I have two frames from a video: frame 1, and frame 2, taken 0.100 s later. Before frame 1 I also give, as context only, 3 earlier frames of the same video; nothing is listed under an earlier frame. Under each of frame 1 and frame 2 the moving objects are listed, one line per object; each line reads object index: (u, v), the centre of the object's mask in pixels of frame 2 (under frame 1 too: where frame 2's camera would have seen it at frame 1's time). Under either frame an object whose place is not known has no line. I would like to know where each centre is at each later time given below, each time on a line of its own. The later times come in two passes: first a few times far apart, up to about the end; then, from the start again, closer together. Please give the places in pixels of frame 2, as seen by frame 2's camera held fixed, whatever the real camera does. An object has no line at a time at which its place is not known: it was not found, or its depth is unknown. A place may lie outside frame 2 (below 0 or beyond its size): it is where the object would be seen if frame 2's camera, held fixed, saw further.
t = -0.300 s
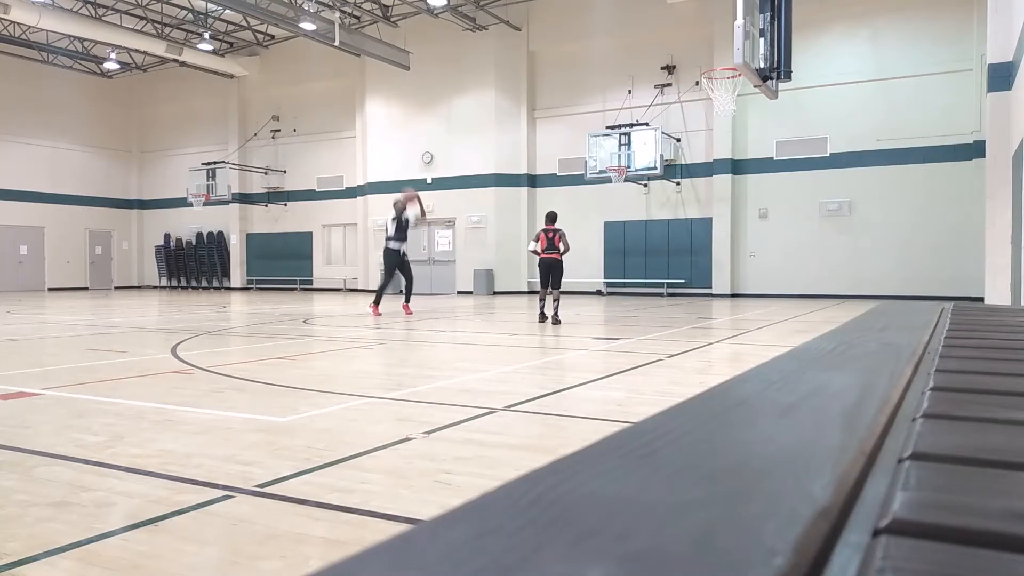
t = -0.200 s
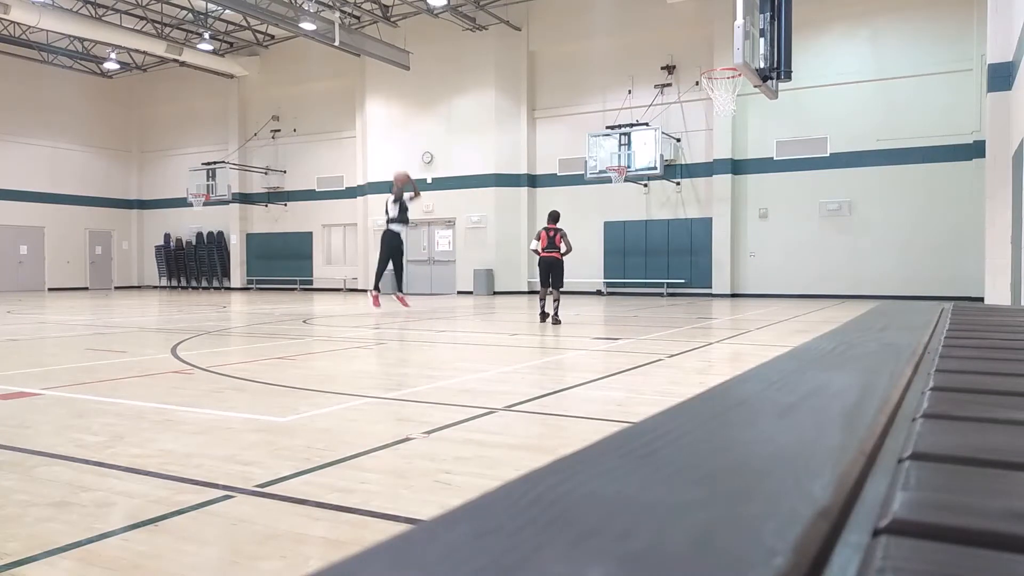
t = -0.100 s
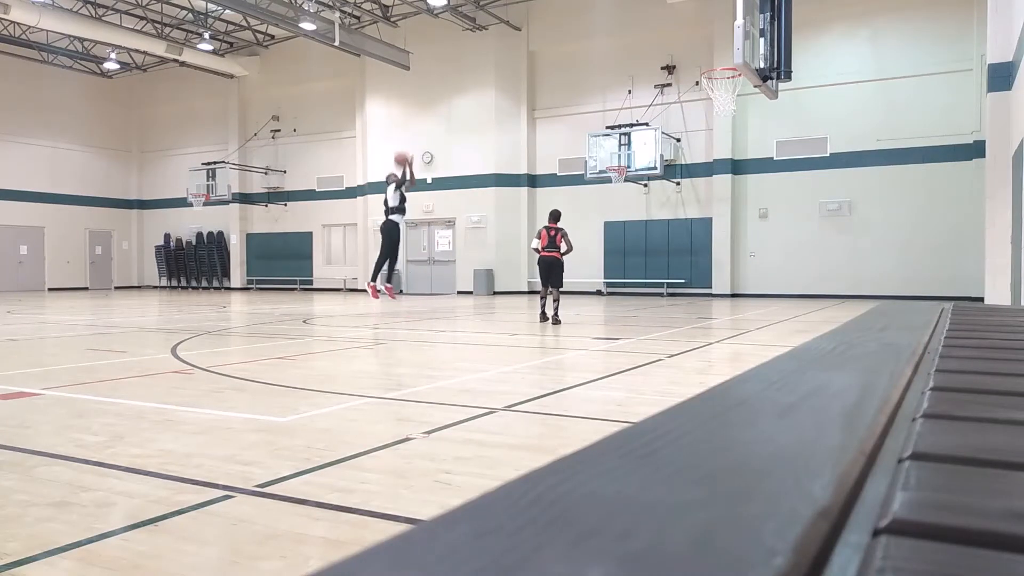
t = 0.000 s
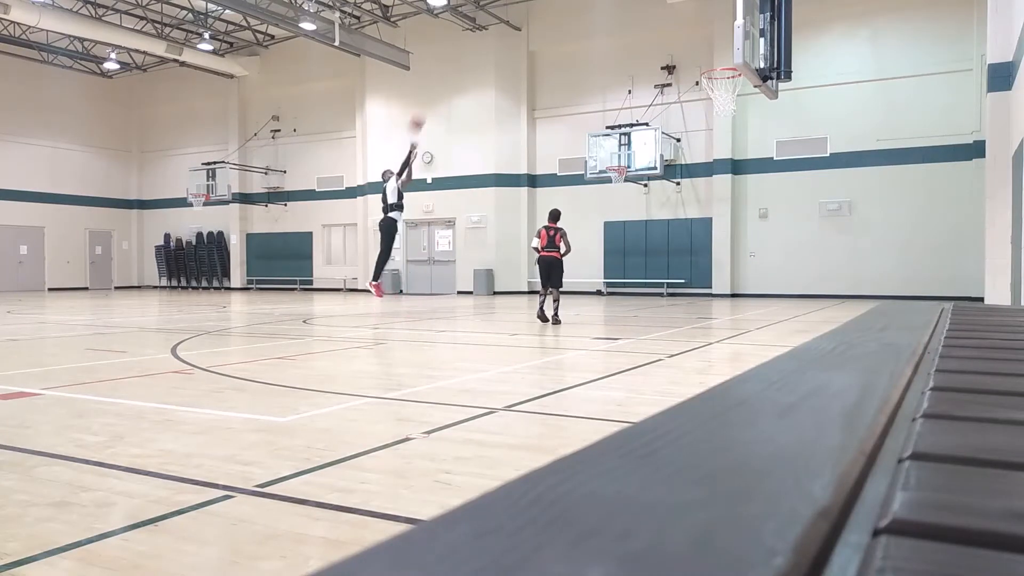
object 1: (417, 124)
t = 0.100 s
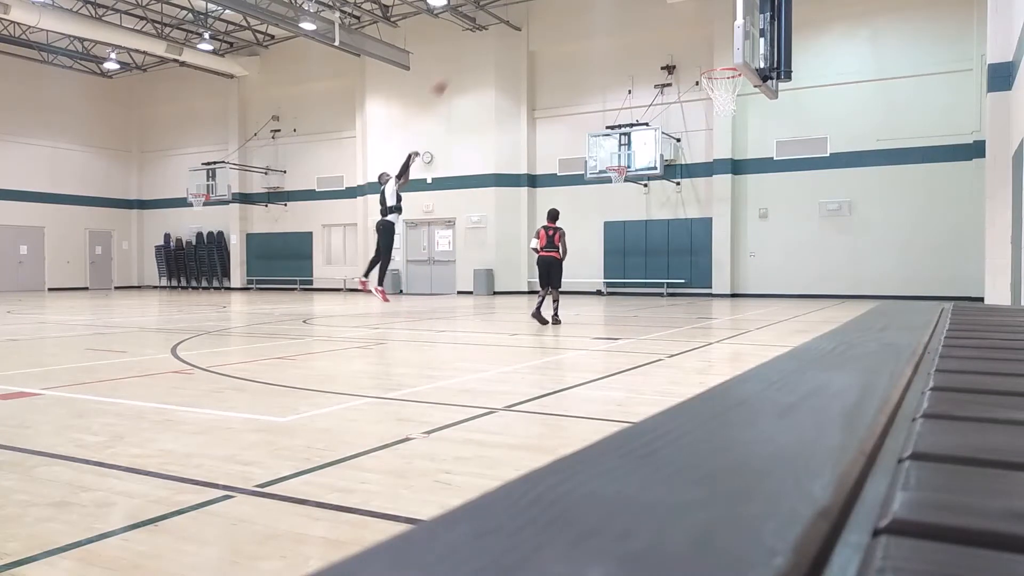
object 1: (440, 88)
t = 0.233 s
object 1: (469, 45)
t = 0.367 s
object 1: (503, 10)
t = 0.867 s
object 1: (646, 3)
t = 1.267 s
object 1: (699, 86)
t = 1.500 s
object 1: (700, 96)
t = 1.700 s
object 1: (721, 119)
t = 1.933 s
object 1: (752, 186)
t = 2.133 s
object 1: (777, 279)
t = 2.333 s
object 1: (796, 273)
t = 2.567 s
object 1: (815, 218)
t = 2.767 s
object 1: (831, 205)
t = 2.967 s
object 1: (847, 224)
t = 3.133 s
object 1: (860, 266)
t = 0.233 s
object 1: (469, 45)
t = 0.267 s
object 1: (478, 35)
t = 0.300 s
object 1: (486, 26)
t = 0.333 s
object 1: (494, 18)
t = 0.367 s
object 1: (503, 10)
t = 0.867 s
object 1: (646, 3)
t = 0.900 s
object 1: (656, 5)
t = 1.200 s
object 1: (709, 87)
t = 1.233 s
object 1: (702, 88)
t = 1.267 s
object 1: (699, 86)
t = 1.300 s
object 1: (697, 86)
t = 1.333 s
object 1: (697, 88)
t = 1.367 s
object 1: (696, 88)
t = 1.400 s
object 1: (696, 88)
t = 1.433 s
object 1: (697, 90)
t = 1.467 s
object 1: (698, 94)
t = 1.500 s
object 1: (700, 96)
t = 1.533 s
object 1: (702, 100)
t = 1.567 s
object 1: (705, 101)
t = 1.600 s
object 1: (709, 104)
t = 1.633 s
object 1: (714, 110)
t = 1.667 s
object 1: (718, 115)
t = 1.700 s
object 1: (721, 119)
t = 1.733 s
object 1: (726, 126)
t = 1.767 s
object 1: (730, 134)
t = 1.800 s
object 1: (734, 143)
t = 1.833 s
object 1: (739, 153)
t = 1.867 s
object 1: (743, 164)
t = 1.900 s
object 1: (747, 173)
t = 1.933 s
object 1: (752, 186)
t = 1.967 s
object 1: (756, 199)
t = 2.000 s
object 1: (761, 214)
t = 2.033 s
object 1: (765, 229)
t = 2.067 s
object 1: (769, 245)
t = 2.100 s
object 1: (773, 261)
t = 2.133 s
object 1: (777, 279)
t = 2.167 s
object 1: (781, 298)
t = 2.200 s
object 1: (785, 317)
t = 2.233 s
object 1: (788, 308)
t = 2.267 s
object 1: (791, 296)
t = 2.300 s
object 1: (794, 284)
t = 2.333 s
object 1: (796, 273)
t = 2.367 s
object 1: (799, 262)
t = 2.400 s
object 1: (802, 253)
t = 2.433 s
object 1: (804, 244)
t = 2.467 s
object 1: (807, 236)
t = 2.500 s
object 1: (810, 229)
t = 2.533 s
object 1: (813, 223)
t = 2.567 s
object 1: (815, 218)
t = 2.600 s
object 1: (818, 214)
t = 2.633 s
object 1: (820, 210)
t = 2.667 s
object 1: (823, 207)
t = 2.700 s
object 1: (826, 206)
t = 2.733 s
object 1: (828, 205)
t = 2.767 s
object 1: (831, 205)
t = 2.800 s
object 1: (833, 206)
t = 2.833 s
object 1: (836, 208)
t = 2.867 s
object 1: (839, 210)
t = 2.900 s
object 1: (842, 214)
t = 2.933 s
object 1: (844, 219)
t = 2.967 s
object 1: (847, 224)
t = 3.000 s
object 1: (850, 231)
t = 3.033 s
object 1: (852, 238)
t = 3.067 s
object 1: (855, 246)
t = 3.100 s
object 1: (858, 256)
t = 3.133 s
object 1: (860, 266)
